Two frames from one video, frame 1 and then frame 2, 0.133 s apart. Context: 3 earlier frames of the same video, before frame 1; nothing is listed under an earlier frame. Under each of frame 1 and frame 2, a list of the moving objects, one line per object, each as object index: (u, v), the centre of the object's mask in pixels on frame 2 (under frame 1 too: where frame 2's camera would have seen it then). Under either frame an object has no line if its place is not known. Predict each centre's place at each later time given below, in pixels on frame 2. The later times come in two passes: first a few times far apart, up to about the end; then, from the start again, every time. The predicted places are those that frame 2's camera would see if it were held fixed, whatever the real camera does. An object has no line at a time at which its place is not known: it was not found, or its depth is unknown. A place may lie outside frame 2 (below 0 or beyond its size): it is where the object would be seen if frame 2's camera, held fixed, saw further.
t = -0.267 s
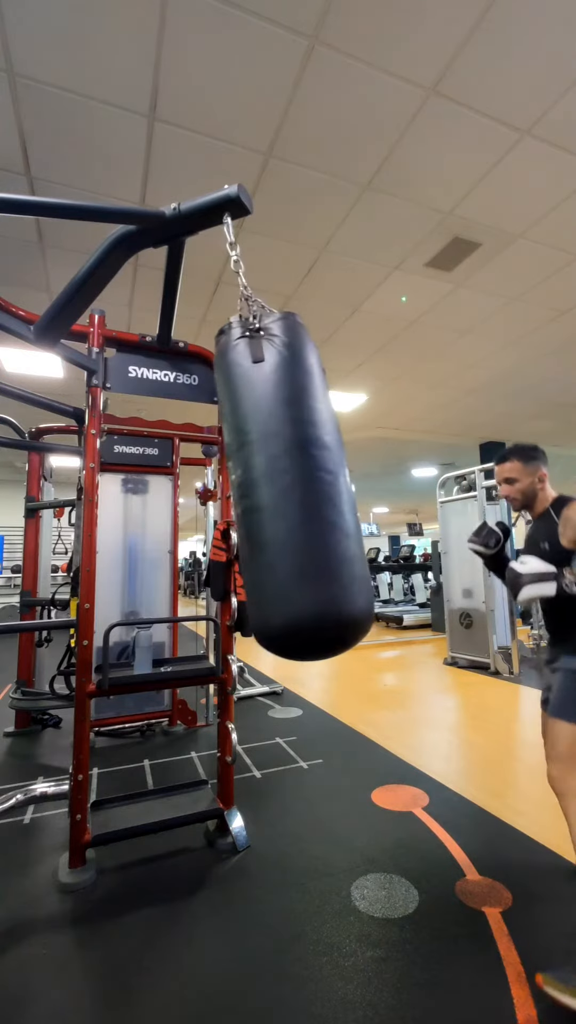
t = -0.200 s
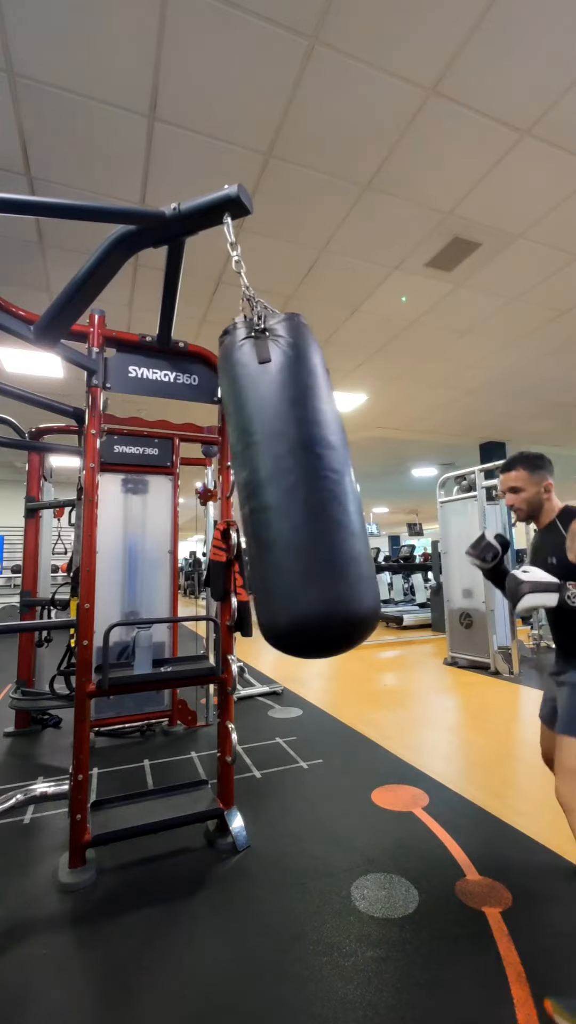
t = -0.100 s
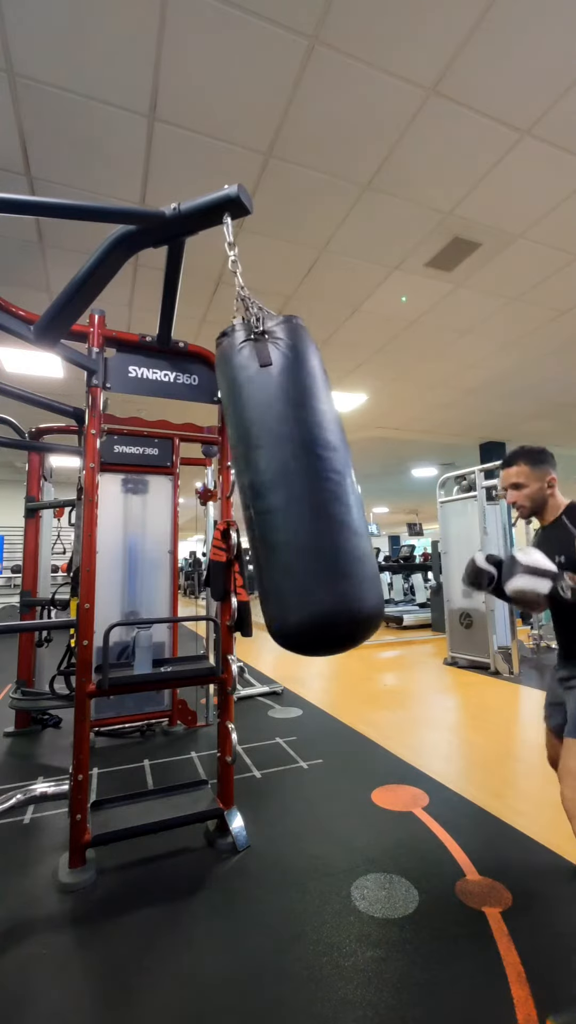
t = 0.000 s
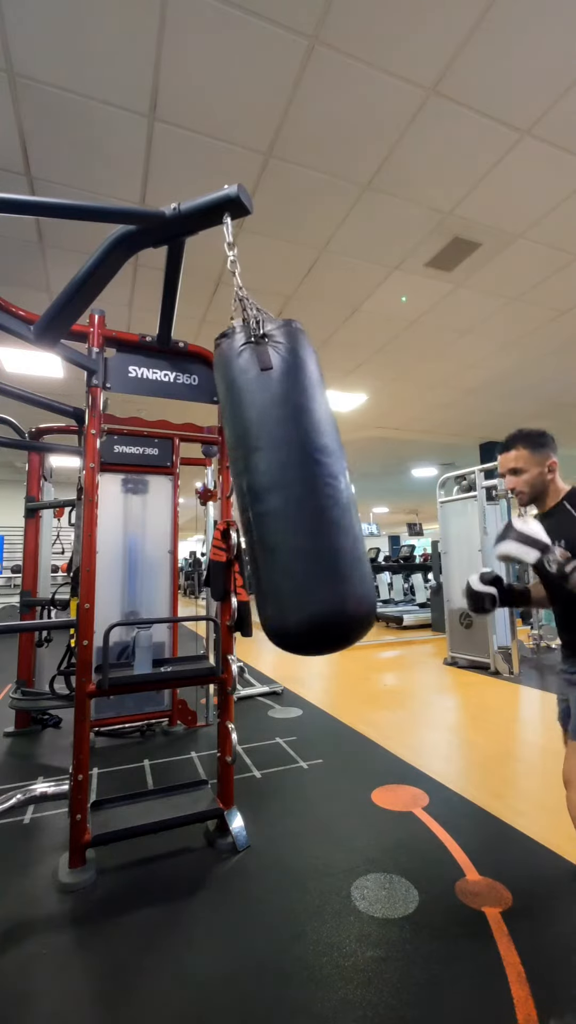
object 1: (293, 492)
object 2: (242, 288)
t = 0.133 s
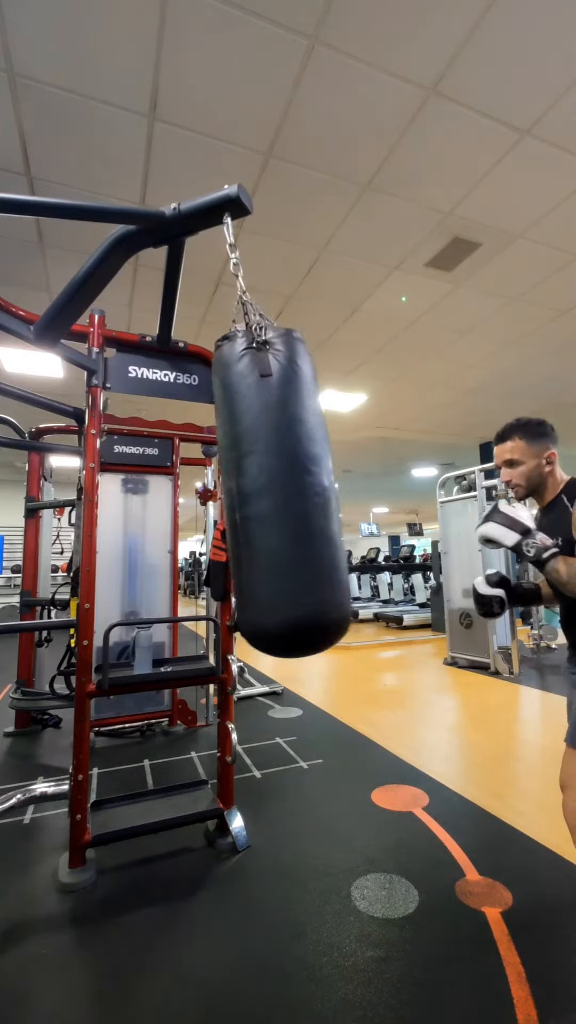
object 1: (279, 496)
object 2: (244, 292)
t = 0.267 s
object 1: (256, 498)
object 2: (236, 294)
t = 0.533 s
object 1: (204, 501)
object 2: (225, 300)
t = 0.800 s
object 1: (165, 496)
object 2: (214, 299)
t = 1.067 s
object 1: (160, 497)
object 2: (211, 294)
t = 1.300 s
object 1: (191, 501)
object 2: (221, 288)
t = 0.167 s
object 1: (274, 497)
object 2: (242, 293)
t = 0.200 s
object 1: (269, 498)
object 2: (240, 294)
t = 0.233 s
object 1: (262, 498)
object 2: (238, 296)
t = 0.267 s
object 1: (256, 498)
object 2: (236, 294)
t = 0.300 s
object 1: (250, 500)
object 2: (233, 298)
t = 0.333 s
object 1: (243, 498)
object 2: (232, 294)
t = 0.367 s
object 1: (237, 499)
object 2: (231, 294)
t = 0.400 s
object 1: (230, 500)
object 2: (230, 298)
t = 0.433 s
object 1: (224, 500)
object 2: (230, 297)
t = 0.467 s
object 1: (217, 500)
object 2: (229, 298)
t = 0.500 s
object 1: (211, 502)
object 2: (228, 297)
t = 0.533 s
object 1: (204, 501)
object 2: (225, 300)
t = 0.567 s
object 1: (198, 501)
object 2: (223, 300)
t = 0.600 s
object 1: (192, 501)
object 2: (220, 300)
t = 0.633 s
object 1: (186, 499)
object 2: (218, 300)
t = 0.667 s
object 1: (181, 499)
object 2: (217, 298)
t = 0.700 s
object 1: (176, 497)
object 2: (215, 299)
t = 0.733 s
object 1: (172, 497)
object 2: (214, 299)
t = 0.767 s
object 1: (168, 496)
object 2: (214, 298)
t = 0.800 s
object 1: (165, 496)
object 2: (214, 299)
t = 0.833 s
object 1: (162, 496)
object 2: (213, 298)
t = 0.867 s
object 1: (160, 496)
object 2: (213, 299)
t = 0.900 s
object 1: (158, 496)
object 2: (213, 296)
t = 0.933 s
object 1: (157, 496)
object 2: (212, 297)
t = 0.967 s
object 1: (156, 496)
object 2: (212, 294)
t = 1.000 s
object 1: (157, 497)
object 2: (211, 295)
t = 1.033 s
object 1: (158, 496)
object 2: (211, 294)
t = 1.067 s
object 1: (160, 497)
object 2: (211, 294)
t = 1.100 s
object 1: (162, 498)
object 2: (213, 293)
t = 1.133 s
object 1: (165, 499)
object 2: (214, 293)
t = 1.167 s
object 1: (169, 500)
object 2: (216, 290)
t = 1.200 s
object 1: (174, 500)
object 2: (218, 292)
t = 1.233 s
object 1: (179, 500)
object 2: (219, 290)
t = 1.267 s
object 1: (185, 501)
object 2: (220, 291)
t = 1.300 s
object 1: (191, 501)
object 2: (221, 288)
